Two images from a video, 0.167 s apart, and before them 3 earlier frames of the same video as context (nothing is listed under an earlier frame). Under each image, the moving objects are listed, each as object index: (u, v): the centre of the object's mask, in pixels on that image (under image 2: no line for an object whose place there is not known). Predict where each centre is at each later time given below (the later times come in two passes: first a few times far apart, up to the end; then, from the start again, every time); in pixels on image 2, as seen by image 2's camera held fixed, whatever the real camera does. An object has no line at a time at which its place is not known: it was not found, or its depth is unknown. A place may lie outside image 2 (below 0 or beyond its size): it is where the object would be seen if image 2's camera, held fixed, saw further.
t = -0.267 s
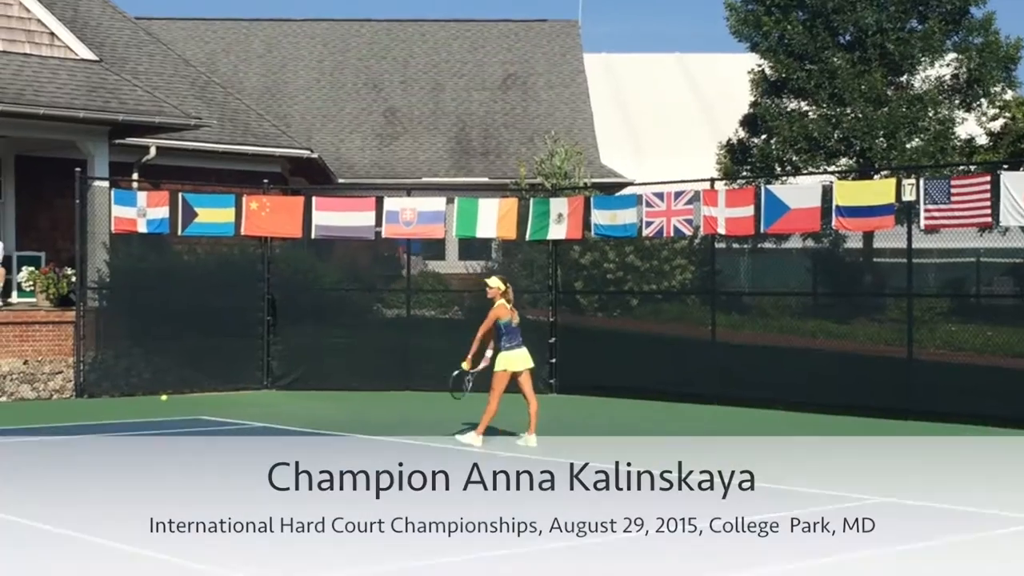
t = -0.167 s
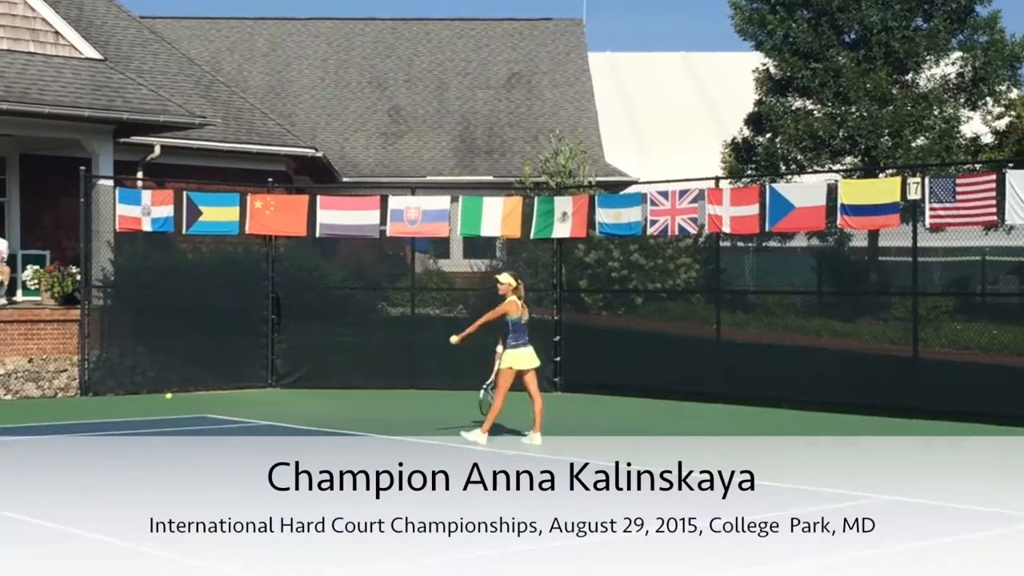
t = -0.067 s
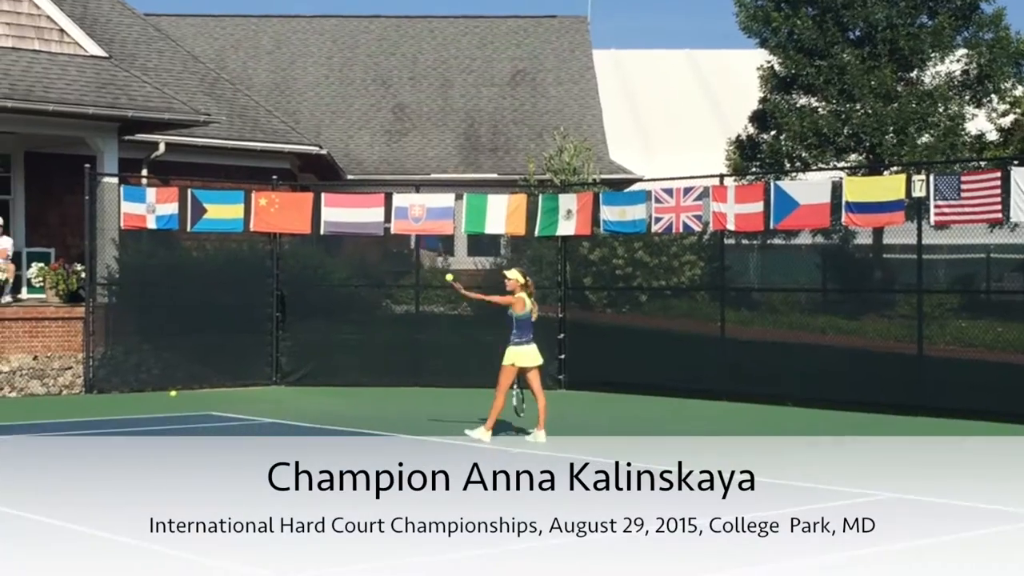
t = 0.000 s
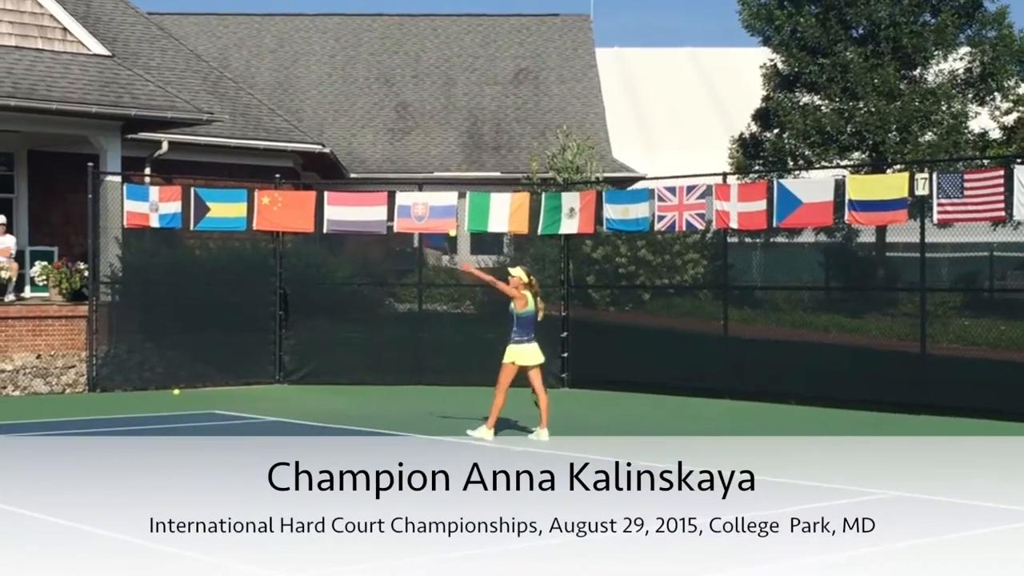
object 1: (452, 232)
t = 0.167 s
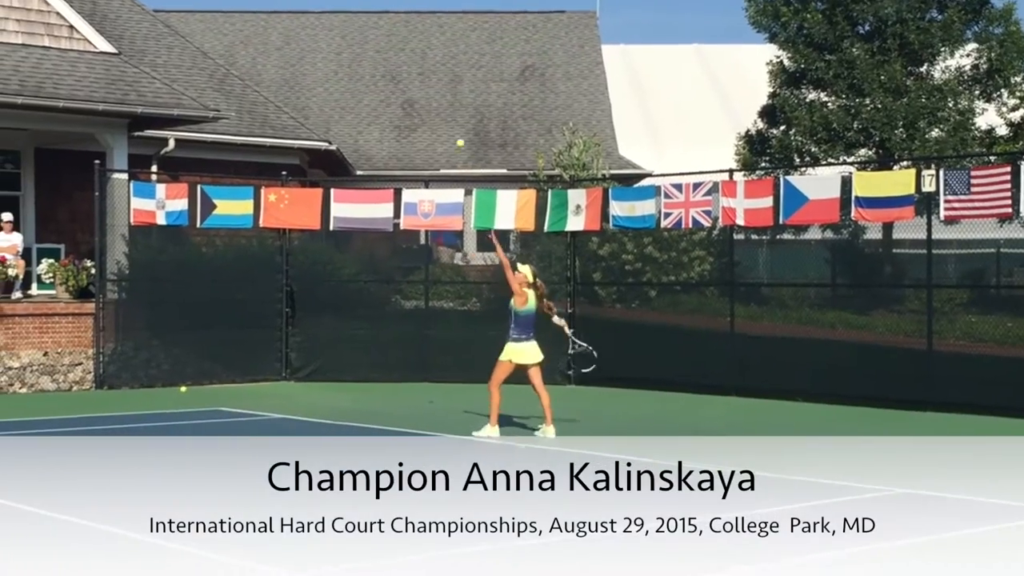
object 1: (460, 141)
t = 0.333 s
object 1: (462, 83)
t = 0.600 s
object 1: (466, 51)
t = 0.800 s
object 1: (470, 73)
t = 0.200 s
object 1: (460, 126)
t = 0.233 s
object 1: (461, 115)
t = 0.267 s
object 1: (462, 103)
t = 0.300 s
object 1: (462, 92)
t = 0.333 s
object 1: (462, 83)
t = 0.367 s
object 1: (462, 75)
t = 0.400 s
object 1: (463, 68)
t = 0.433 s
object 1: (463, 62)
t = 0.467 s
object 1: (464, 58)
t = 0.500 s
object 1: (464, 54)
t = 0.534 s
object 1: (465, 52)
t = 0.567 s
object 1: (465, 51)
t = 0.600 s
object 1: (466, 51)
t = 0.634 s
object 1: (466, 51)
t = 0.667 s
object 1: (467, 53)
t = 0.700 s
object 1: (467, 56)
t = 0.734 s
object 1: (468, 61)
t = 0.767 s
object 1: (469, 66)
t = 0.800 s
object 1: (470, 73)
